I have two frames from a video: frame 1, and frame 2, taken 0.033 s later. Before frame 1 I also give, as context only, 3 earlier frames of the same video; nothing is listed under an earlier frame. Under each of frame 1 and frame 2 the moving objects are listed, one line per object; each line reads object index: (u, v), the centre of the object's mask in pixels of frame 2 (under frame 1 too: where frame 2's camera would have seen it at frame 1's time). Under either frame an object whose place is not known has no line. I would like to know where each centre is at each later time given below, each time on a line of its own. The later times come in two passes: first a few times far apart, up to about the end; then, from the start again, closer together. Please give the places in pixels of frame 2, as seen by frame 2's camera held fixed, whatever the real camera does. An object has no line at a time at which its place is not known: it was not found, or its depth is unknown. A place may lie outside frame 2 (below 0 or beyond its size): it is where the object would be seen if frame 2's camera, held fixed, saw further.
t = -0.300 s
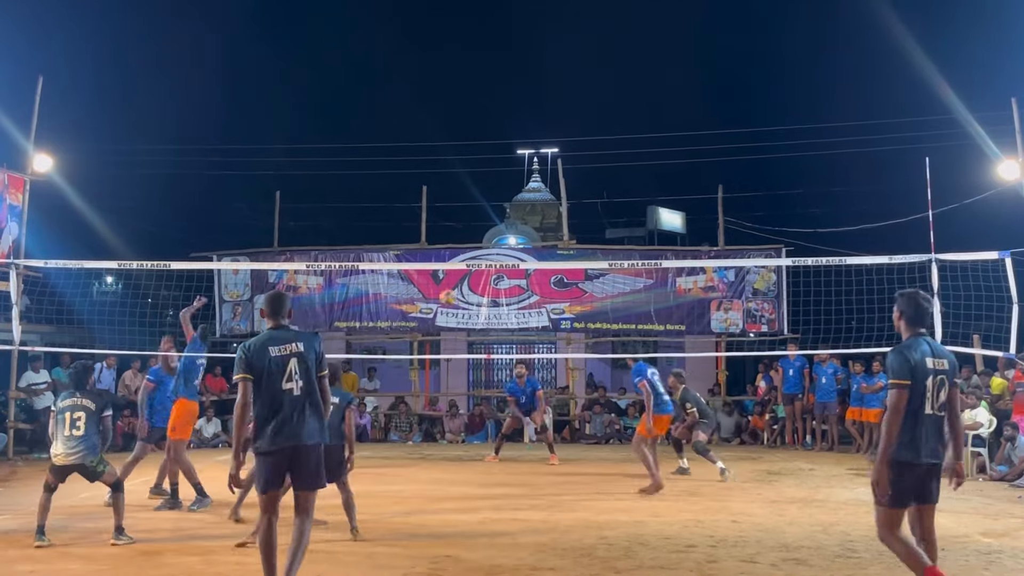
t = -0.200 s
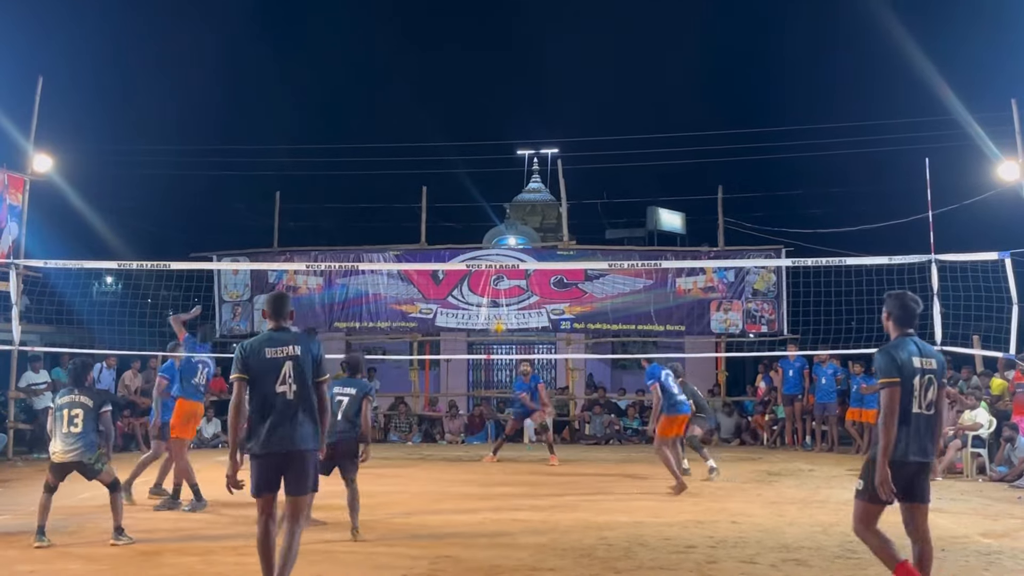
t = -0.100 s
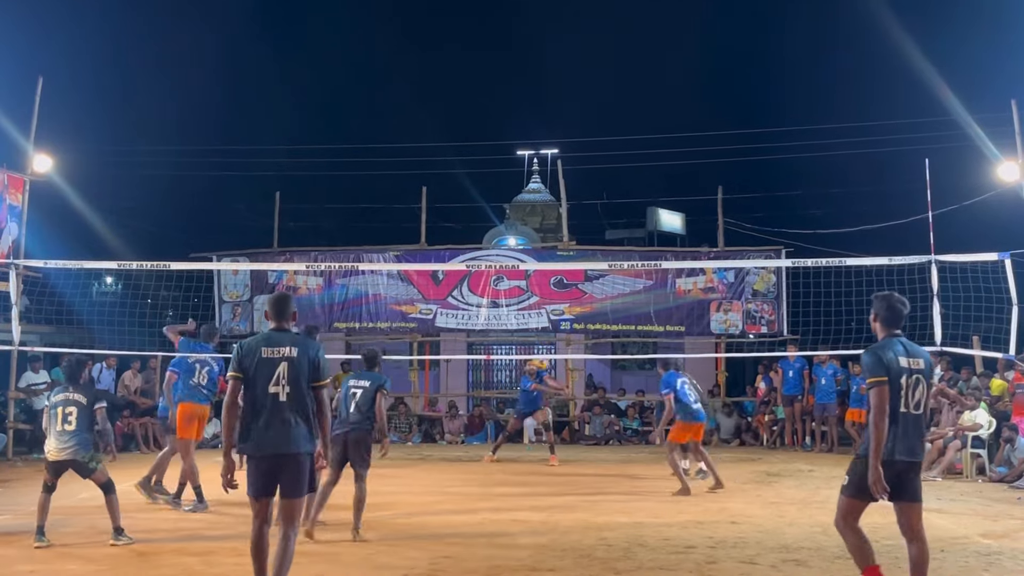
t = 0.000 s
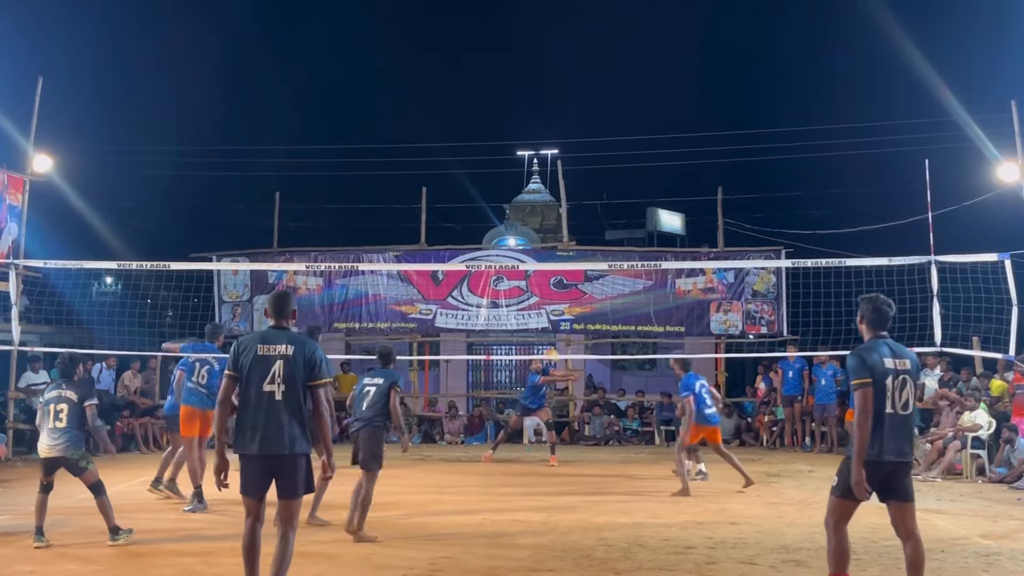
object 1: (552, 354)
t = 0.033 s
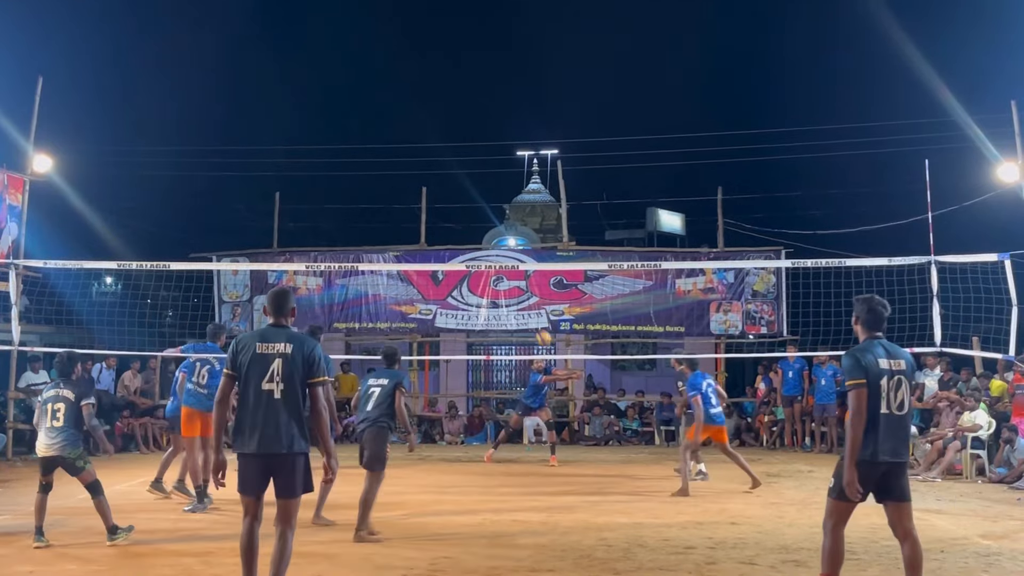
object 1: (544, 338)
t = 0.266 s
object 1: (495, 239)
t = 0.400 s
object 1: (468, 198)
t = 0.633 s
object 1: (420, 152)
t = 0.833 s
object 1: (378, 143)
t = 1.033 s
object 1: (337, 158)
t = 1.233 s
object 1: (289, 203)
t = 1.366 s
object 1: (257, 251)
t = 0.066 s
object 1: (536, 323)
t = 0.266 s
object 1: (495, 239)
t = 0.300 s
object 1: (488, 228)
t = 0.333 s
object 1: (482, 218)
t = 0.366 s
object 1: (475, 207)
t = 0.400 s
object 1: (468, 198)
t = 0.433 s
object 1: (461, 189)
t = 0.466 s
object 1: (455, 181)
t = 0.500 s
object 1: (448, 174)
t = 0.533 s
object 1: (441, 168)
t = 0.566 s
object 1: (434, 162)
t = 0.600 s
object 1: (427, 157)
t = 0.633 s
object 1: (420, 152)
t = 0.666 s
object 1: (413, 149)
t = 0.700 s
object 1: (406, 146)
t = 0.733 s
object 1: (399, 144)
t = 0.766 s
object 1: (392, 143)
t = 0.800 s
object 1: (385, 142)
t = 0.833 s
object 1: (378, 143)
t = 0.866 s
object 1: (370, 144)
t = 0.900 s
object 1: (366, 144)
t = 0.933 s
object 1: (359, 146)
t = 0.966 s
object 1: (352, 150)
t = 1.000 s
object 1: (344, 153)
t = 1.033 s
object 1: (337, 158)
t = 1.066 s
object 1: (329, 164)
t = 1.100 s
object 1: (321, 170)
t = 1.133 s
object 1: (313, 177)
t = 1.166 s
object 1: (306, 185)
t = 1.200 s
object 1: (298, 194)
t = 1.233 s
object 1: (289, 203)
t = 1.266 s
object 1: (281, 214)
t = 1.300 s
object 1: (273, 225)
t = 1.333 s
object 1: (265, 238)
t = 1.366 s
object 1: (257, 251)
